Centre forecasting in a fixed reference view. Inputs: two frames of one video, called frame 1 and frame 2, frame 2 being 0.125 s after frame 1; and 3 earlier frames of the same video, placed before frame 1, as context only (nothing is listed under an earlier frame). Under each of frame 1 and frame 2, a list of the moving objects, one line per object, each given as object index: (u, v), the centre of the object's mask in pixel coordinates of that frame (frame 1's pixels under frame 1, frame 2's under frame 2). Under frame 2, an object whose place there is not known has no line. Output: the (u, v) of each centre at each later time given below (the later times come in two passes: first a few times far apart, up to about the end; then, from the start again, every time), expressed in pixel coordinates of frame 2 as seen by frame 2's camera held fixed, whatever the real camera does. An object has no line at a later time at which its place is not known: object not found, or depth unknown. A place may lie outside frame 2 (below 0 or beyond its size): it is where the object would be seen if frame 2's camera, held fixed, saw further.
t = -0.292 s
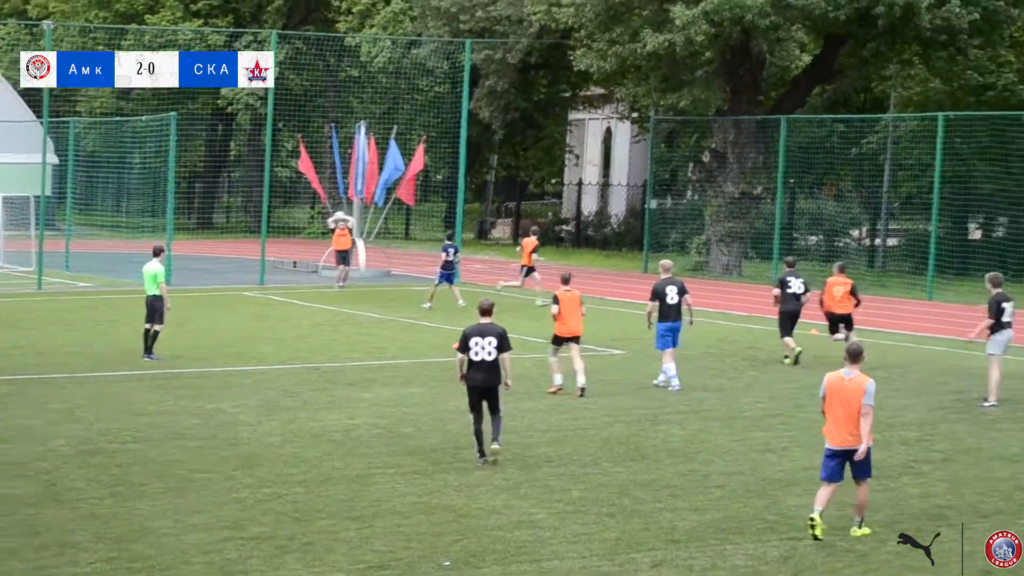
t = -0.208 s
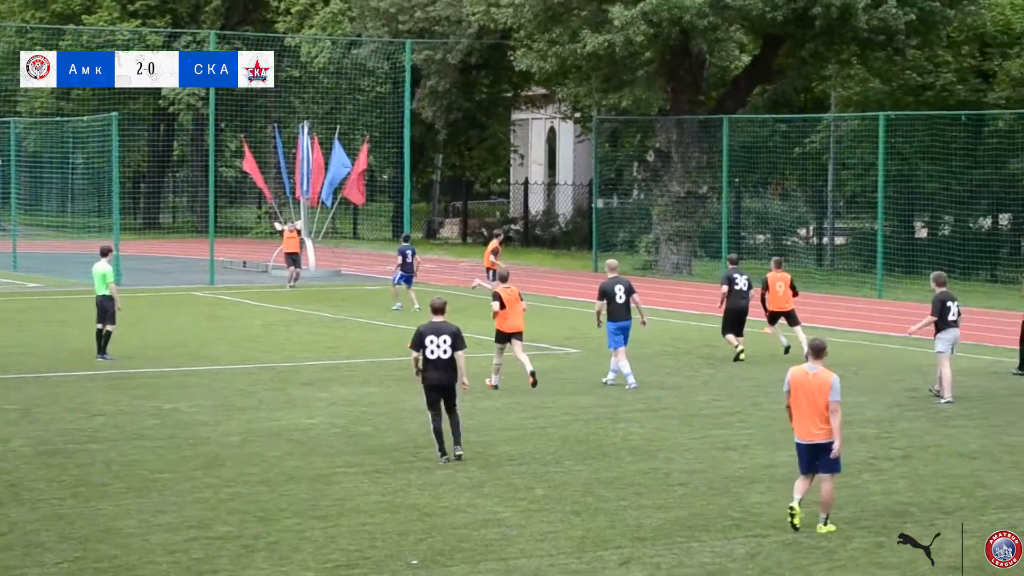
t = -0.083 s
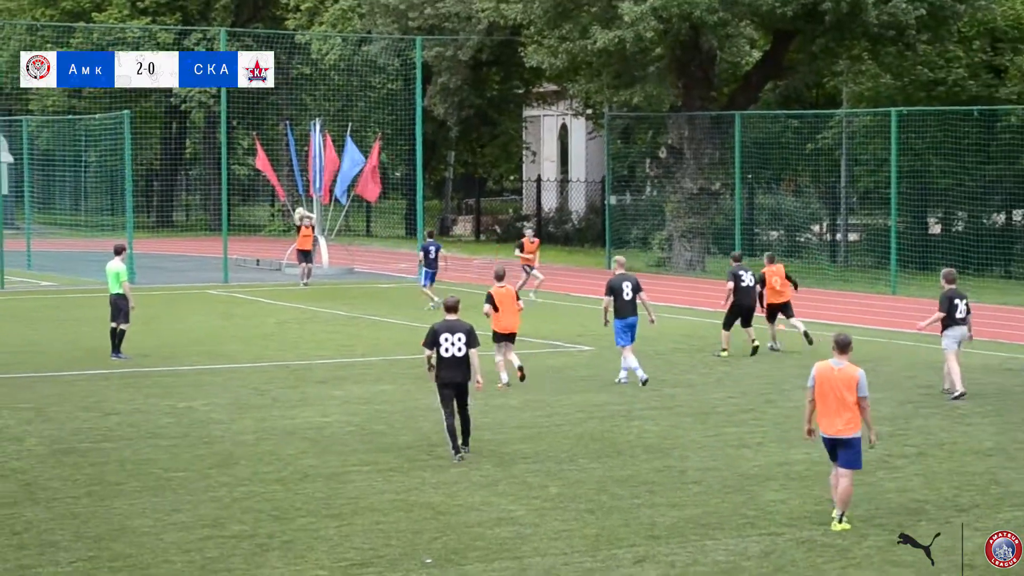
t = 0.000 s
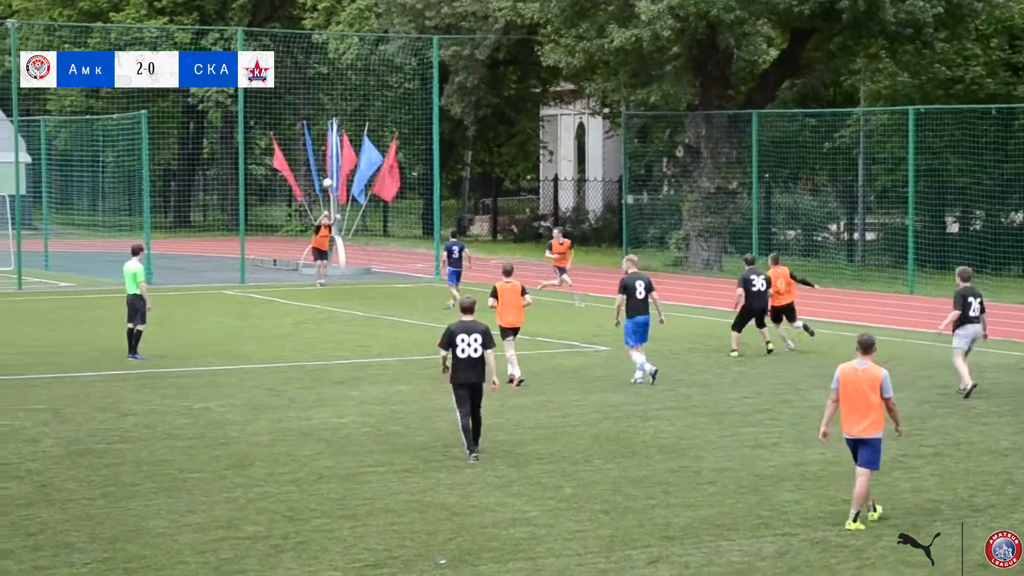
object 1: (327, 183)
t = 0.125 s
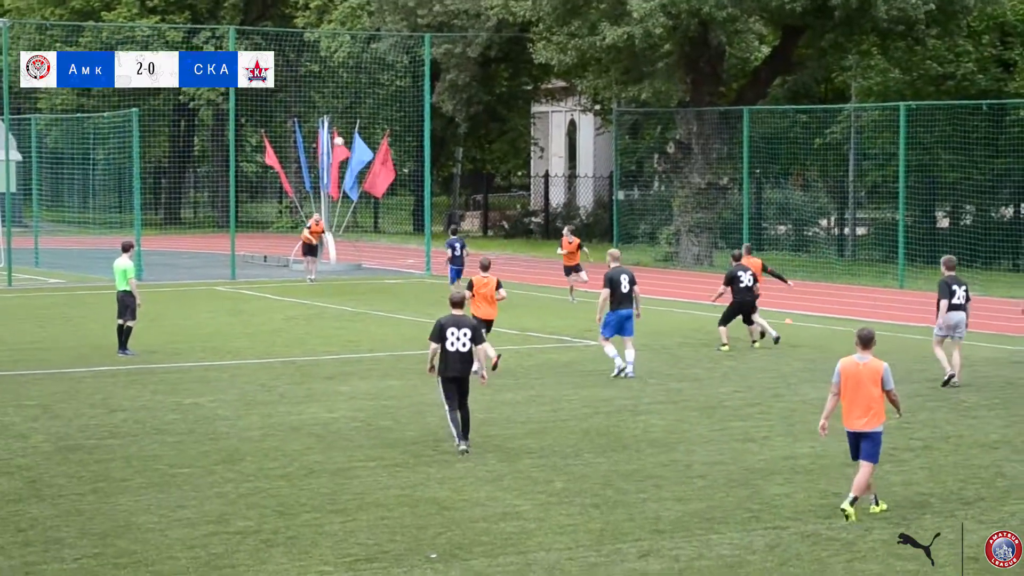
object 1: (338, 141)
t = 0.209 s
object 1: (353, 119)
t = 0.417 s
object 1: (389, 72)
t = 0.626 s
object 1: (429, 39)
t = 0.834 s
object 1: (476, 28)
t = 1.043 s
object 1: (526, 37)
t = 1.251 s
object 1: (575, 71)
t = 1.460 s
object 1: (638, 136)
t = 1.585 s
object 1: (678, 189)
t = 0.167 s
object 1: (345, 130)
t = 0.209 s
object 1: (353, 119)
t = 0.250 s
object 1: (359, 109)
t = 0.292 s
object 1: (366, 99)
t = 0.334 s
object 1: (374, 89)
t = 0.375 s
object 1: (381, 81)
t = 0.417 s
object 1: (389, 72)
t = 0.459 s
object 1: (397, 64)
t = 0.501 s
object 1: (404, 57)
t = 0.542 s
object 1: (413, 50)
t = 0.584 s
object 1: (422, 45)
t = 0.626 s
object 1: (429, 39)
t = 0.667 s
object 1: (440, 36)
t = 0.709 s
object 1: (447, 32)
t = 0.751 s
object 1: (457, 29)
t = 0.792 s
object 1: (465, 27)
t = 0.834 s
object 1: (476, 28)
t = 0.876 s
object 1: (486, 28)
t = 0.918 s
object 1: (494, 28)
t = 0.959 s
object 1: (504, 30)
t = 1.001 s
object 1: (514, 33)
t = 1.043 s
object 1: (526, 37)
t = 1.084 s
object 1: (535, 42)
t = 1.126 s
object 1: (544, 47)
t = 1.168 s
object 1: (553, 54)
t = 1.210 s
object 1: (565, 62)
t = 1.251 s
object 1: (575, 71)
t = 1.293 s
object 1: (585, 81)
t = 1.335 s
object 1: (600, 93)
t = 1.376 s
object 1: (611, 106)
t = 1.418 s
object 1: (625, 120)
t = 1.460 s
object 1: (638, 136)
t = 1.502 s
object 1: (651, 152)
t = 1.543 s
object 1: (664, 169)
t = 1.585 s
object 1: (678, 189)
